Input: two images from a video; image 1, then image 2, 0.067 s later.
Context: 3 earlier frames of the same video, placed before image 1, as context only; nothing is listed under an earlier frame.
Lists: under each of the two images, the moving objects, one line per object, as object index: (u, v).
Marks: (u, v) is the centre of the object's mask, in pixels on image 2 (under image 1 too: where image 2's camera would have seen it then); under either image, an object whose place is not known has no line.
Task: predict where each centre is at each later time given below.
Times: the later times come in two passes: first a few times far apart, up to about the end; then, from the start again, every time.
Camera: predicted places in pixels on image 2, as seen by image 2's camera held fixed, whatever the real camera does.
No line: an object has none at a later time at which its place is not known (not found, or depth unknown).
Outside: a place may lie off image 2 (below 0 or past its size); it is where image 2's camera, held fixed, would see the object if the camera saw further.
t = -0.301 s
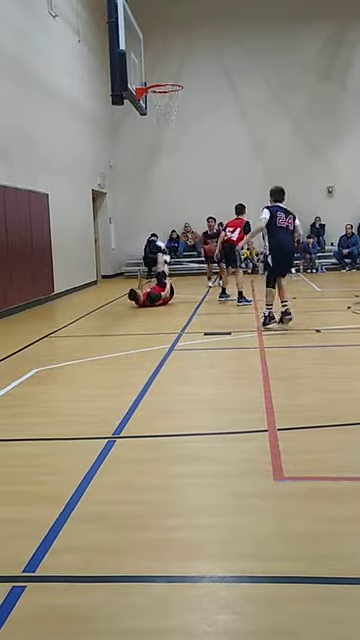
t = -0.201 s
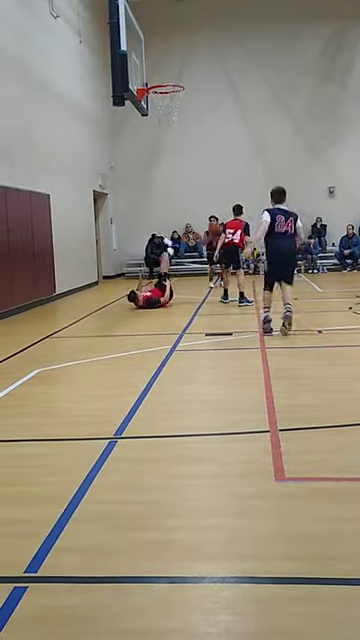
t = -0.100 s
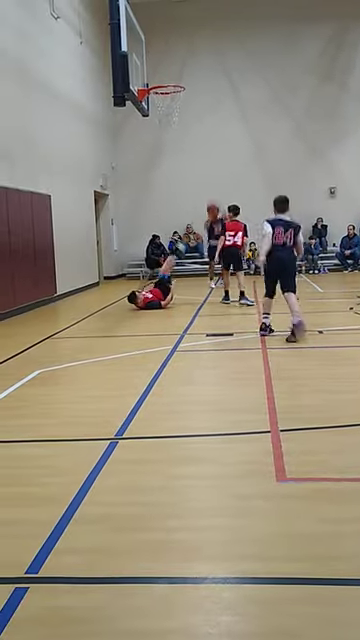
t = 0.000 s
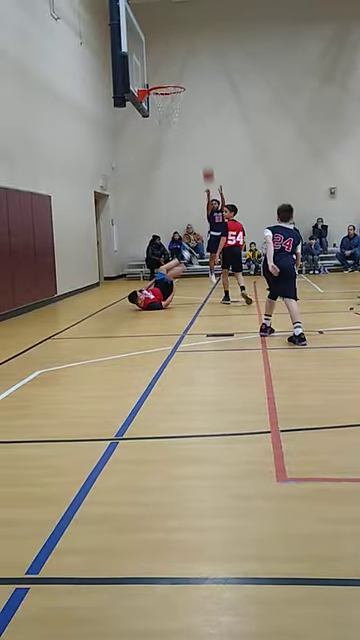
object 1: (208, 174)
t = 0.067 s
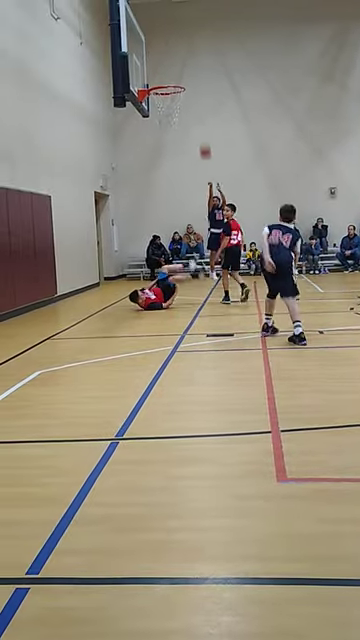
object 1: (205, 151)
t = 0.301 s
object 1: (194, 85)
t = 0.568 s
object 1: (182, 34)
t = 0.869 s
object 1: (169, 28)
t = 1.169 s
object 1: (156, 96)
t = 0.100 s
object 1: (203, 140)
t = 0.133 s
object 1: (202, 131)
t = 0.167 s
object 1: (200, 120)
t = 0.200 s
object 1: (199, 111)
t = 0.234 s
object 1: (197, 102)
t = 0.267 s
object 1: (196, 93)
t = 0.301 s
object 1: (194, 85)
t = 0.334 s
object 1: (192, 76)
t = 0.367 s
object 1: (191, 69)
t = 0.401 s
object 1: (189, 60)
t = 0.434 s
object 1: (188, 53)
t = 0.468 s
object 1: (186, 47)
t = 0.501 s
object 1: (185, 42)
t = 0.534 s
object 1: (183, 37)
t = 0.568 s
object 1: (182, 34)
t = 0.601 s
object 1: (181, 29)
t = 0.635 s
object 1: (179, 28)
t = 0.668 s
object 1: (178, 24)
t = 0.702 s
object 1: (177, 23)
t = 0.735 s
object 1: (175, 23)
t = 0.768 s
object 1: (173, 23)
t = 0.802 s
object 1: (172, 24)
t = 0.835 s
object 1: (170, 26)
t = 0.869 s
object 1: (169, 28)
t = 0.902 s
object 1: (168, 32)
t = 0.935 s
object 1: (166, 36)
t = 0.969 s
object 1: (164, 42)
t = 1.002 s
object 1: (163, 47)
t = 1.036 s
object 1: (162, 55)
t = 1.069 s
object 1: (160, 63)
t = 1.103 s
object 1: (159, 72)
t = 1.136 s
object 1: (157, 81)
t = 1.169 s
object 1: (156, 96)
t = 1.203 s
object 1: (155, 105)
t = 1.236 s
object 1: (153, 119)
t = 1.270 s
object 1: (152, 136)
